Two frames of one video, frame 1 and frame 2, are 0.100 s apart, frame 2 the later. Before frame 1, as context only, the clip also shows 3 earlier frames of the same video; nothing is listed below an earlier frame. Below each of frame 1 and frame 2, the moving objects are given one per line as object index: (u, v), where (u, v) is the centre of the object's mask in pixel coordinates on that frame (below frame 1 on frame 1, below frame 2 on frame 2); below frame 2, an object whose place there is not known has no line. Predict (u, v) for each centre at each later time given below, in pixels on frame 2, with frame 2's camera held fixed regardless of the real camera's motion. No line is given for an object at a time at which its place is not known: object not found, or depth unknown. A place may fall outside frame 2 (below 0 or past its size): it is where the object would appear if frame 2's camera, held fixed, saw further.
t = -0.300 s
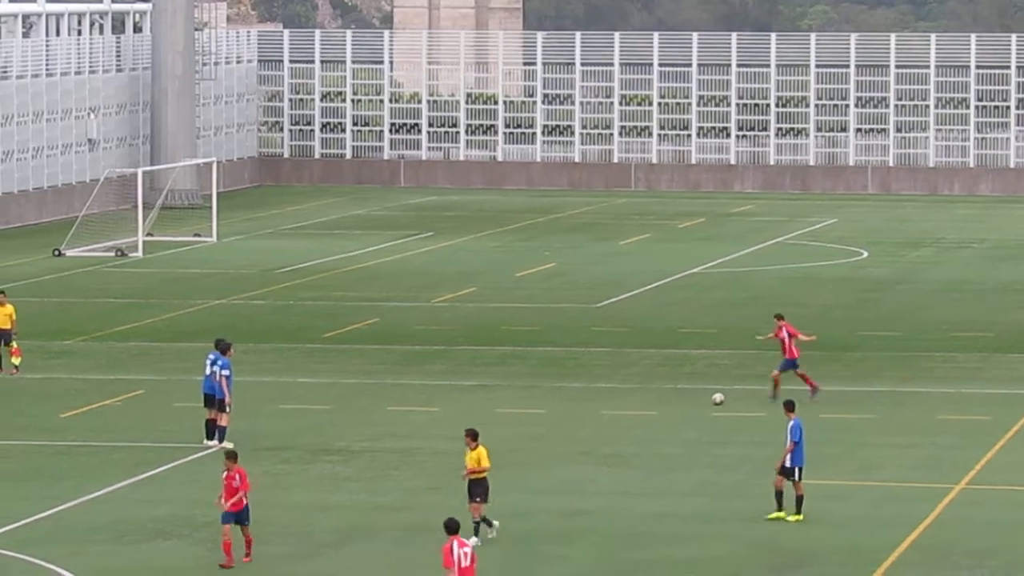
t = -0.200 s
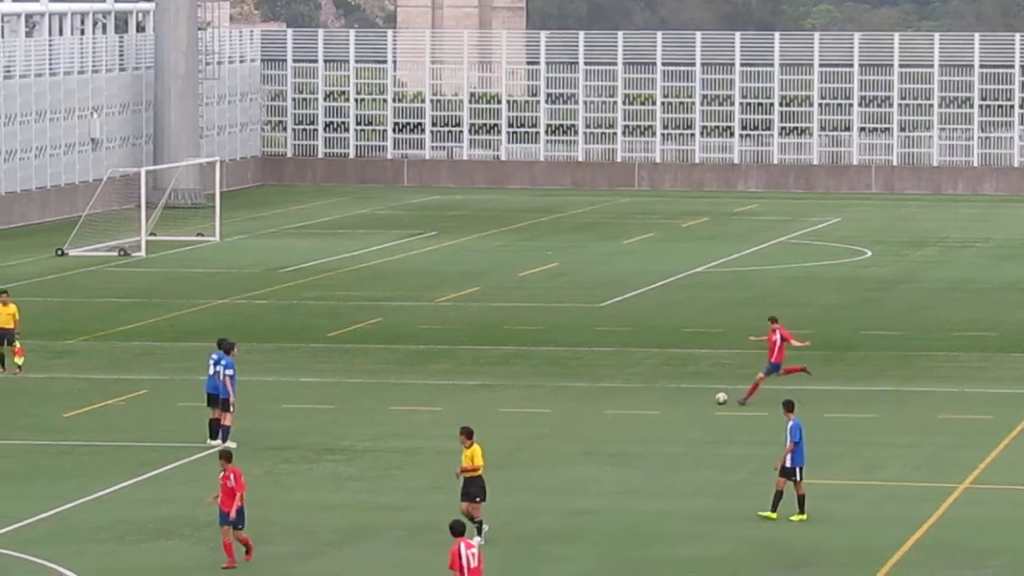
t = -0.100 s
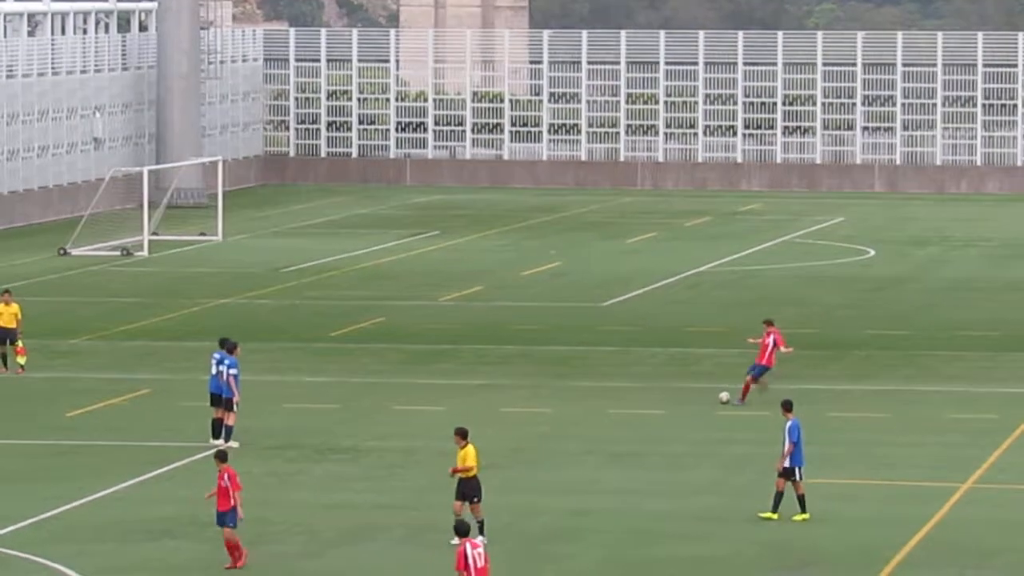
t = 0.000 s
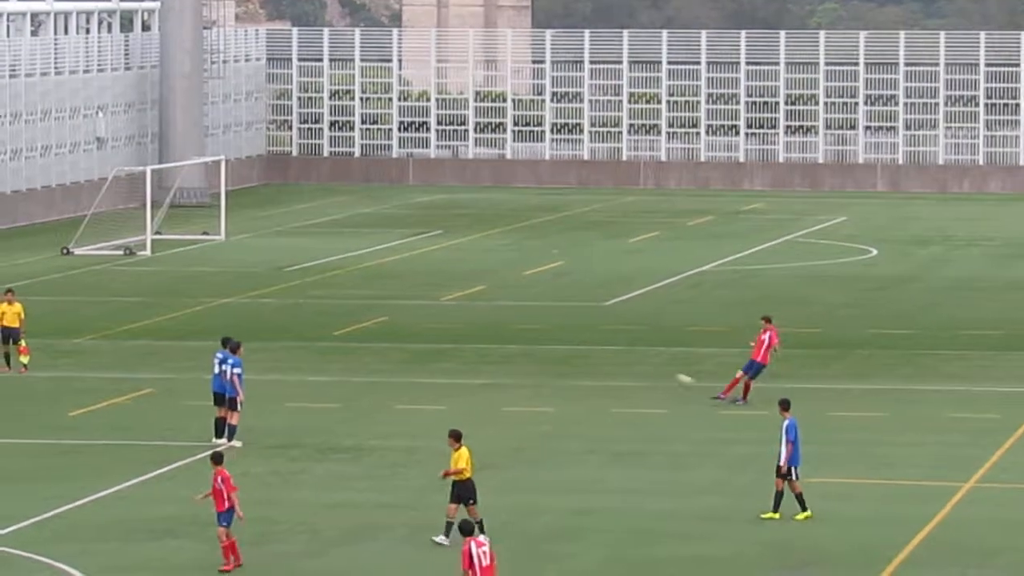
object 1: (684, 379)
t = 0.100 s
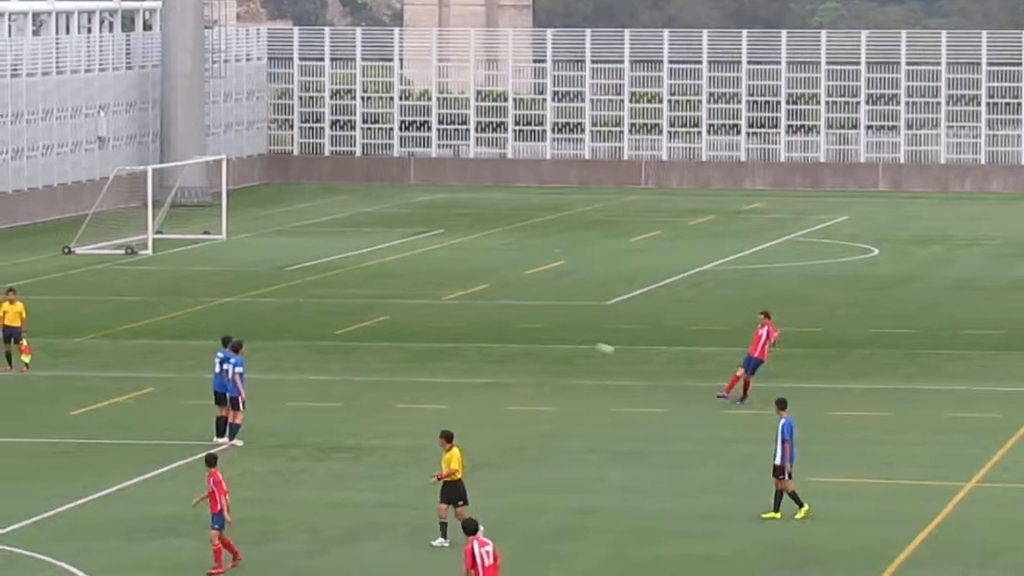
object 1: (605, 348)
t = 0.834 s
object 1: (-16, 215)
